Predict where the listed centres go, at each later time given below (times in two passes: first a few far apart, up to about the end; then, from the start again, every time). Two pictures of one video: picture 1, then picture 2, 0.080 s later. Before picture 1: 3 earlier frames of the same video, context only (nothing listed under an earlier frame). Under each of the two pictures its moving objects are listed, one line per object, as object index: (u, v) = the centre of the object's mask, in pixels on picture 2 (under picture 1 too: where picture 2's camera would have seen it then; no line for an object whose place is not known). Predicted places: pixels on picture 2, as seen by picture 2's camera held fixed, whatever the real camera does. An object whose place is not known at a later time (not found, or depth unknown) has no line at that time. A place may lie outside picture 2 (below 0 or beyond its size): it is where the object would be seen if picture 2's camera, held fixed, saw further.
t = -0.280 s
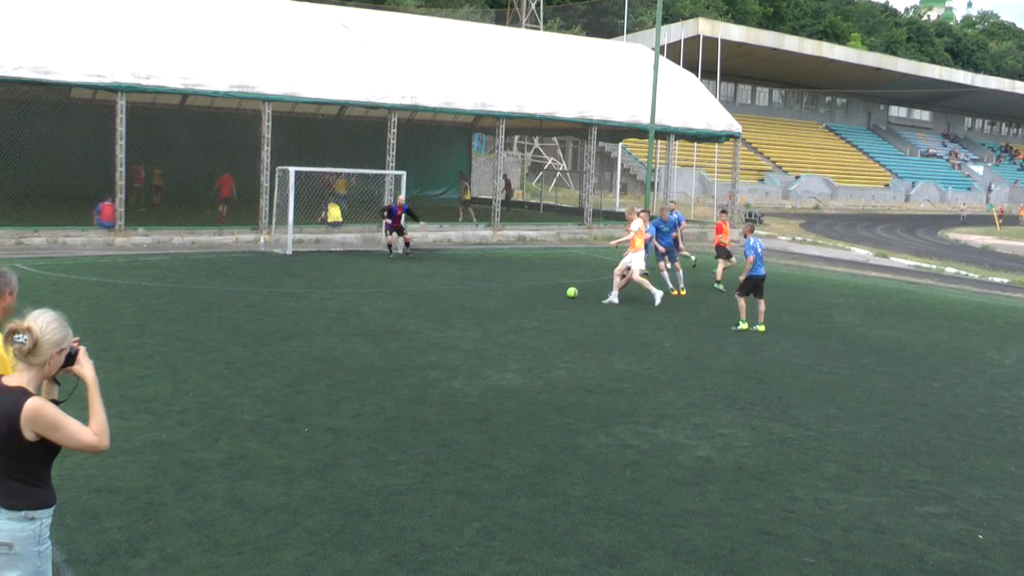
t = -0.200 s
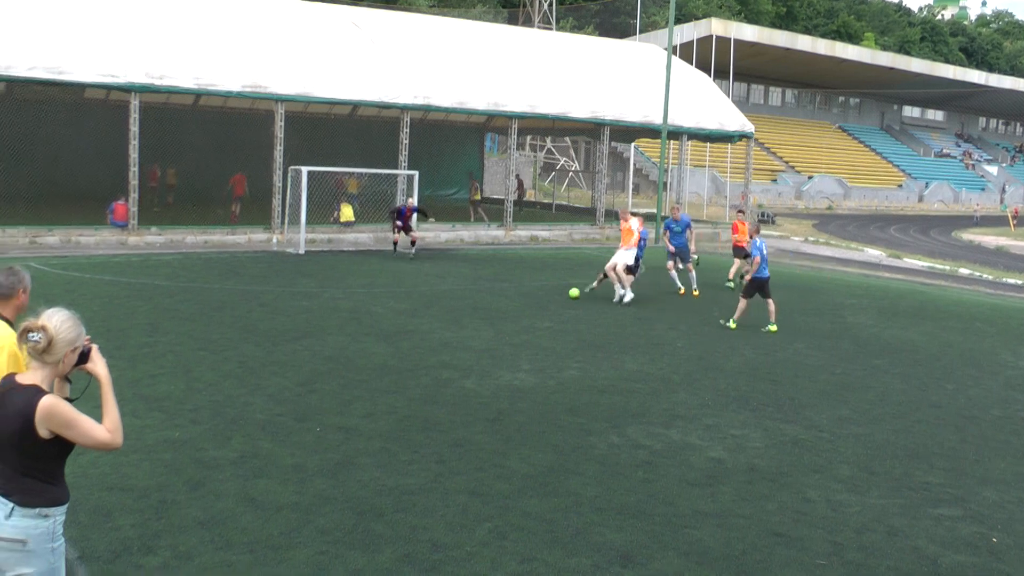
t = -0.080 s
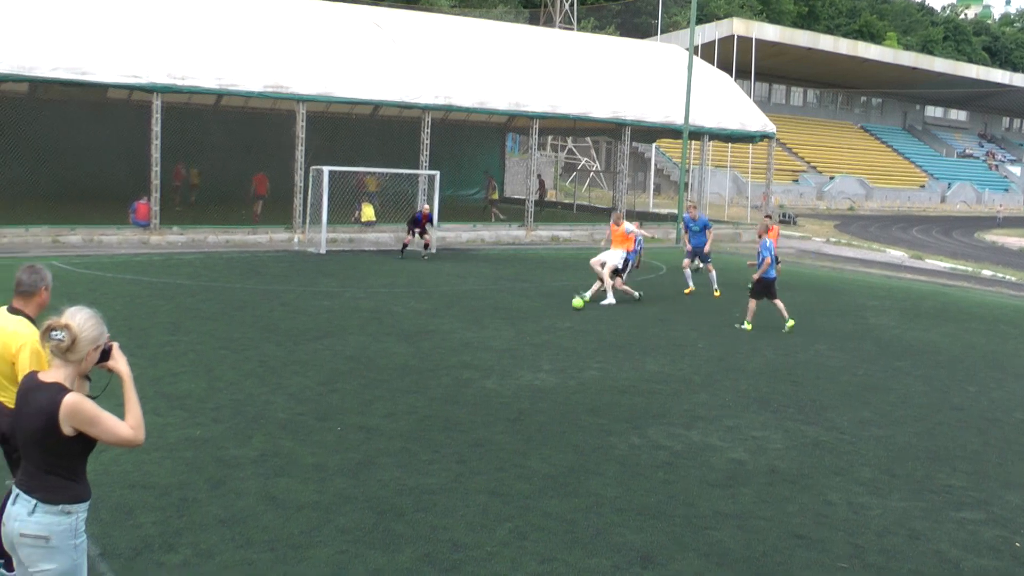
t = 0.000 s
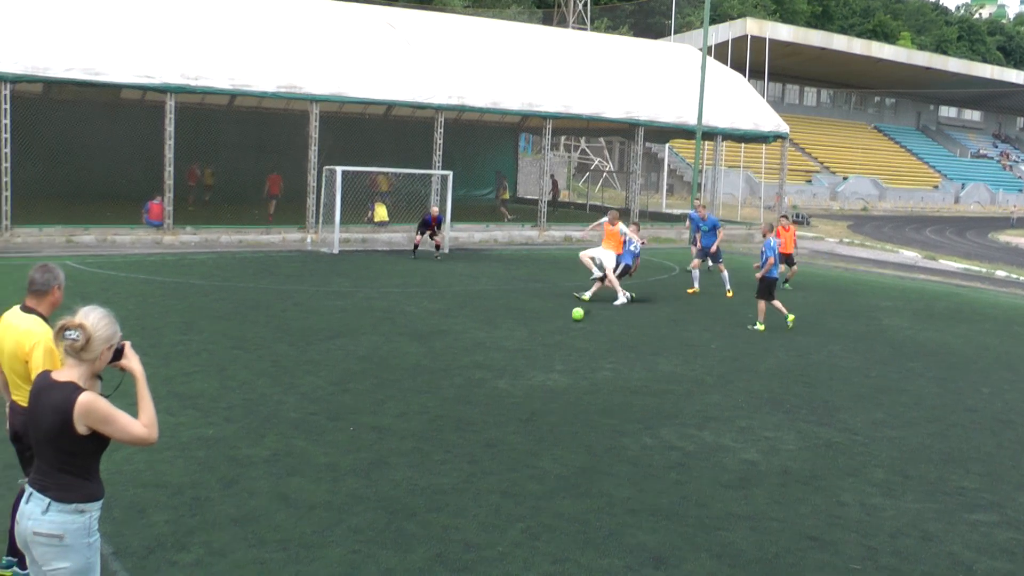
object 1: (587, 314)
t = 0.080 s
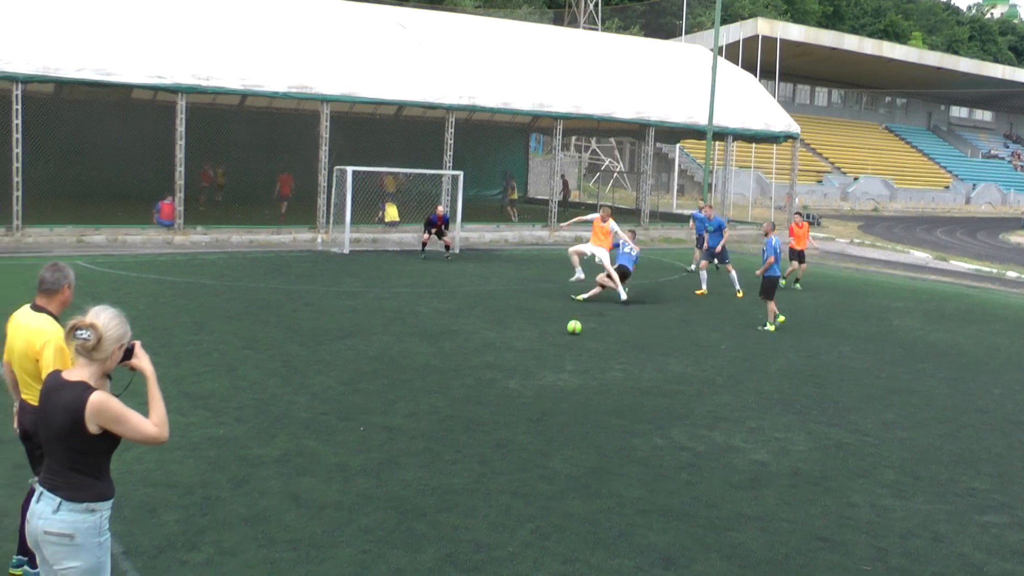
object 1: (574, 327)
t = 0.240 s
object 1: (547, 354)
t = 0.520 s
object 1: (488, 415)
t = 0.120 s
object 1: (568, 332)
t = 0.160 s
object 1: (561, 338)
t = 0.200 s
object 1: (554, 347)
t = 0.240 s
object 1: (547, 354)
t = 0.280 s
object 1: (539, 361)
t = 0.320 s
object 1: (531, 369)
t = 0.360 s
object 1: (523, 379)
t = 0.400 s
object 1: (516, 387)
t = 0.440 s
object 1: (506, 397)
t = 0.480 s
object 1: (498, 406)
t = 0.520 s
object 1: (488, 415)
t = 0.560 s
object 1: (477, 427)
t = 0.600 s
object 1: (466, 438)
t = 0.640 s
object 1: (454, 449)
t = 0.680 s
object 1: (441, 461)
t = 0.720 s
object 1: (426, 478)
